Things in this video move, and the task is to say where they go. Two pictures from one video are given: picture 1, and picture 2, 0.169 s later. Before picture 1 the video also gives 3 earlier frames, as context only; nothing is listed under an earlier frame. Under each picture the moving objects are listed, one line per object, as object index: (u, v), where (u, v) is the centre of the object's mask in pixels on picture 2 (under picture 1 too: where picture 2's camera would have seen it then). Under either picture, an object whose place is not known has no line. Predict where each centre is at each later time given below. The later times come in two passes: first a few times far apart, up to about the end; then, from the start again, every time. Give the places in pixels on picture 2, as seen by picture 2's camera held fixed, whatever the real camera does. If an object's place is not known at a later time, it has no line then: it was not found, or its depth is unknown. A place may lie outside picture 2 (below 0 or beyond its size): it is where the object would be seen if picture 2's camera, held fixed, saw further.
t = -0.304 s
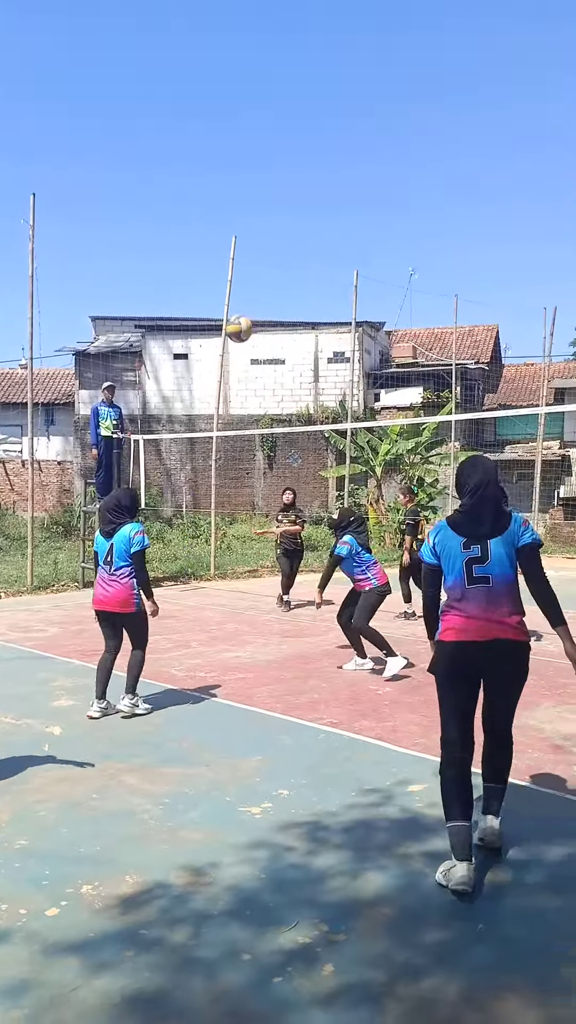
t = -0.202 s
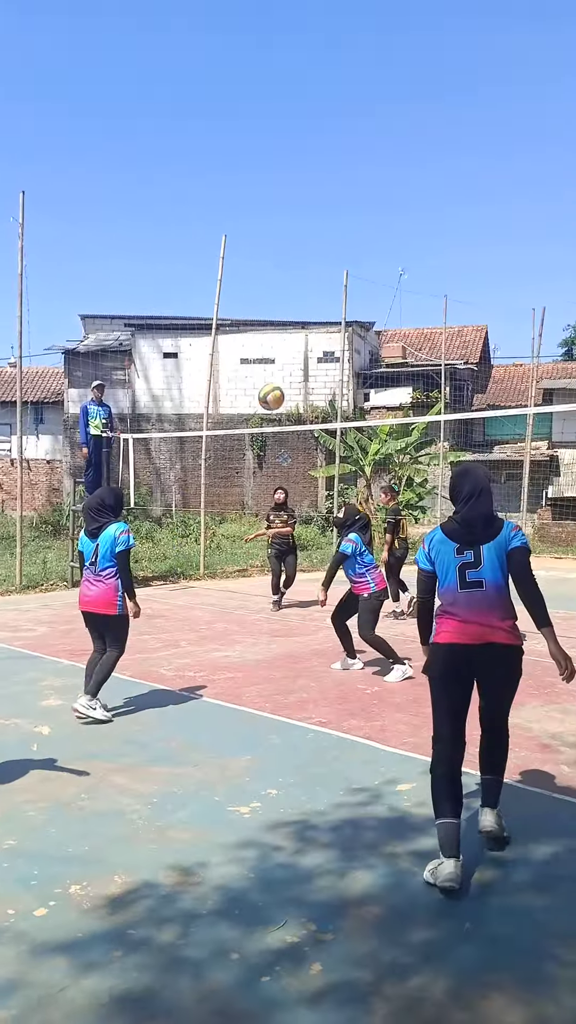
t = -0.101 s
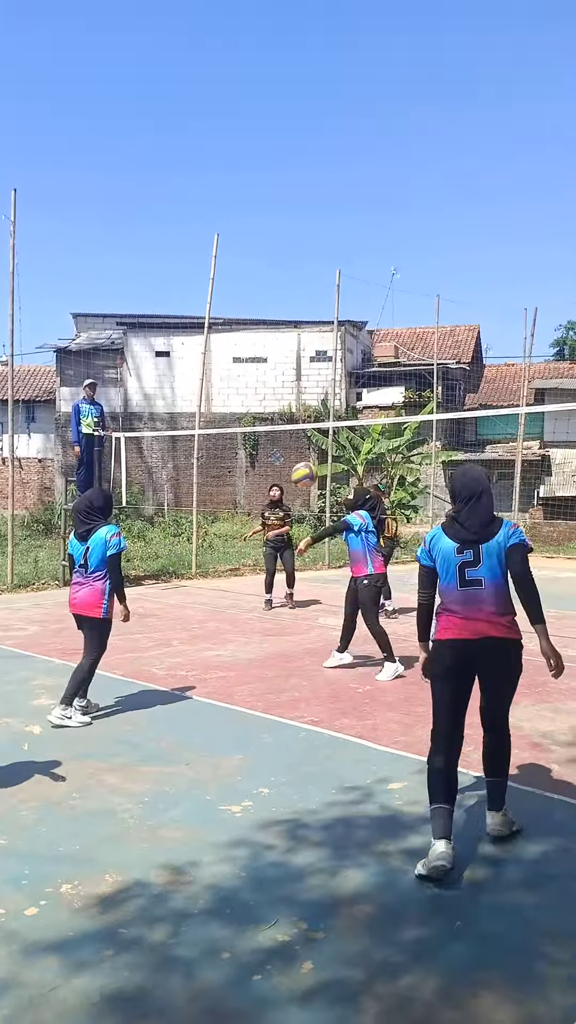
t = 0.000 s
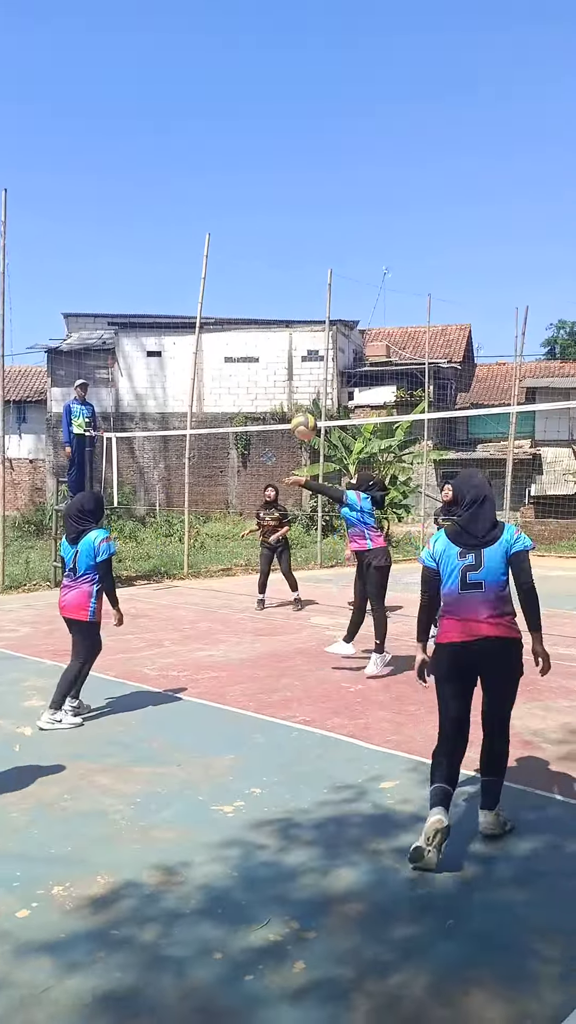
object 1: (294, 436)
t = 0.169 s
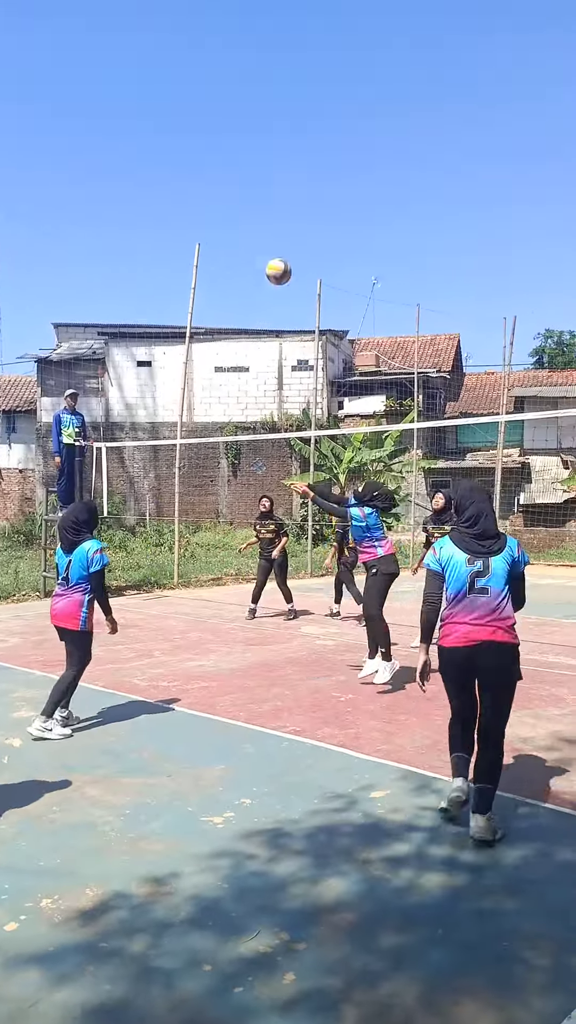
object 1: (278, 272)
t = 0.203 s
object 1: (275, 244)
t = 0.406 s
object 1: (258, 120)
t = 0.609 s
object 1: (240, 56)
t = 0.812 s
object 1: (225, 39)
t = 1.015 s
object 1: (212, 67)
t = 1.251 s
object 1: (198, 151)
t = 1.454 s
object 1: (188, 261)
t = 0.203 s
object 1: (275, 244)
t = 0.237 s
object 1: (272, 219)
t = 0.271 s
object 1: (269, 196)
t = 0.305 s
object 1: (266, 175)
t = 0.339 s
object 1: (263, 155)
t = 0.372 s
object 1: (261, 137)
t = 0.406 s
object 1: (258, 120)
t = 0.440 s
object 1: (255, 106)
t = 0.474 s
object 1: (251, 94)
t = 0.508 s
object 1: (249, 82)
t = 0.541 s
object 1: (246, 72)
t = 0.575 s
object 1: (243, 63)
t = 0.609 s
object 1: (240, 56)
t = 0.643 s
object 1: (238, 50)
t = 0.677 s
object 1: (234, 45)
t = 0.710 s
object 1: (232, 42)
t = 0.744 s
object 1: (229, 40)
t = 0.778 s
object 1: (226, 40)
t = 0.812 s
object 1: (225, 39)
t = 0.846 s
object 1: (221, 41)
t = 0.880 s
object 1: (219, 44)
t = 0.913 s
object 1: (217, 49)
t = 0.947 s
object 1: (215, 54)
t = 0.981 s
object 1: (213, 60)
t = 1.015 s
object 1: (212, 67)
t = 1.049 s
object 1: (210, 76)
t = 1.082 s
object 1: (208, 86)
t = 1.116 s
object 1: (206, 98)
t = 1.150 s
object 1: (204, 109)
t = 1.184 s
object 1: (202, 122)
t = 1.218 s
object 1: (200, 136)
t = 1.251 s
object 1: (198, 151)
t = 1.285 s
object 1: (196, 167)
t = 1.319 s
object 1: (194, 184)
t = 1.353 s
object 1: (192, 202)
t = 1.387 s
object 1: (191, 221)
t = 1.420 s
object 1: (189, 241)
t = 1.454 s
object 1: (188, 261)
